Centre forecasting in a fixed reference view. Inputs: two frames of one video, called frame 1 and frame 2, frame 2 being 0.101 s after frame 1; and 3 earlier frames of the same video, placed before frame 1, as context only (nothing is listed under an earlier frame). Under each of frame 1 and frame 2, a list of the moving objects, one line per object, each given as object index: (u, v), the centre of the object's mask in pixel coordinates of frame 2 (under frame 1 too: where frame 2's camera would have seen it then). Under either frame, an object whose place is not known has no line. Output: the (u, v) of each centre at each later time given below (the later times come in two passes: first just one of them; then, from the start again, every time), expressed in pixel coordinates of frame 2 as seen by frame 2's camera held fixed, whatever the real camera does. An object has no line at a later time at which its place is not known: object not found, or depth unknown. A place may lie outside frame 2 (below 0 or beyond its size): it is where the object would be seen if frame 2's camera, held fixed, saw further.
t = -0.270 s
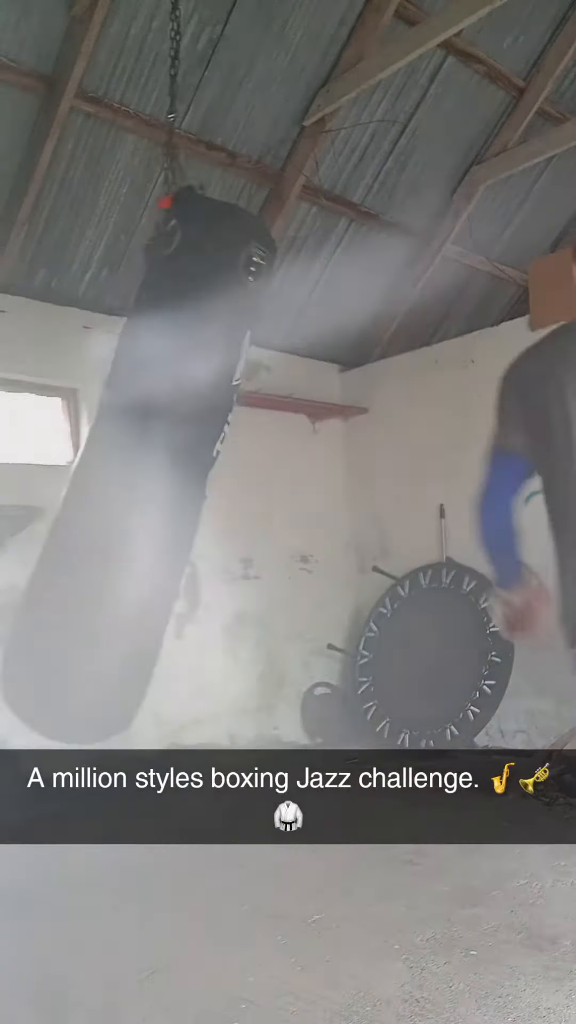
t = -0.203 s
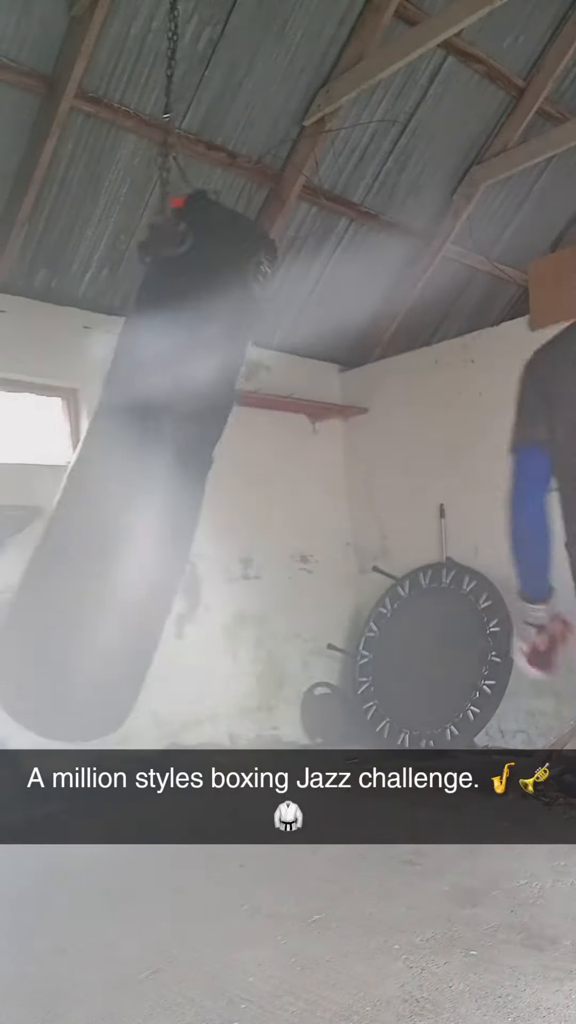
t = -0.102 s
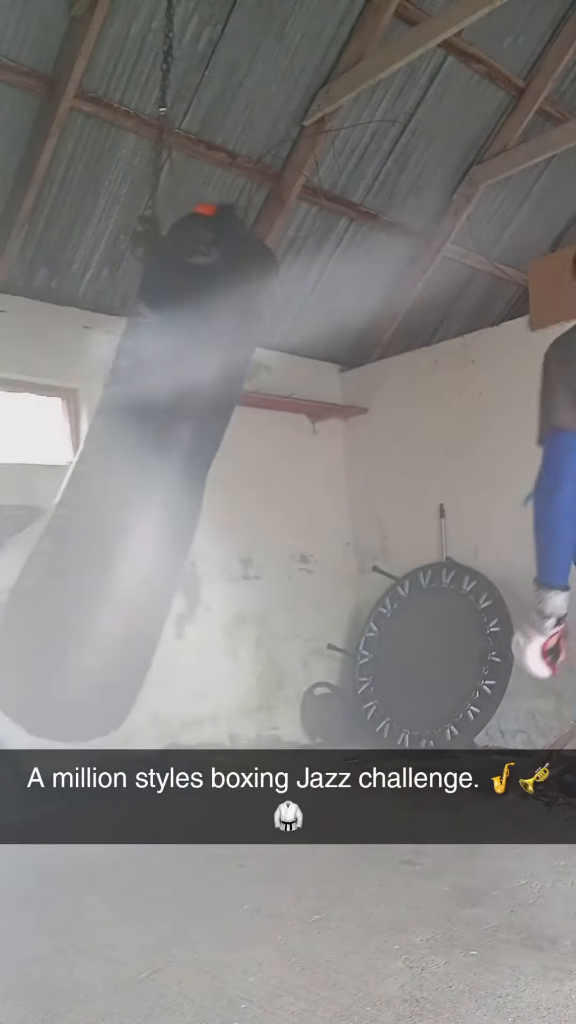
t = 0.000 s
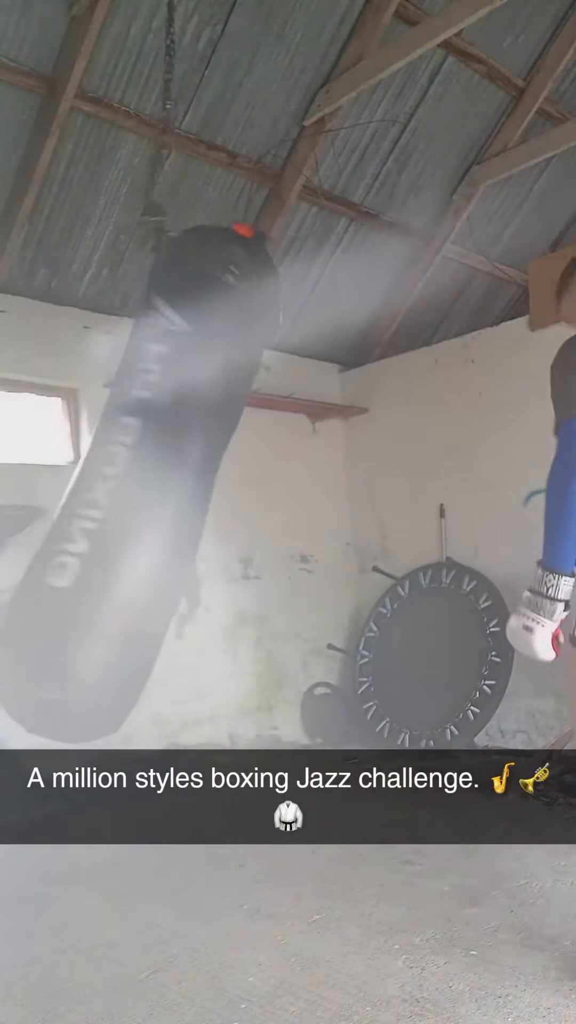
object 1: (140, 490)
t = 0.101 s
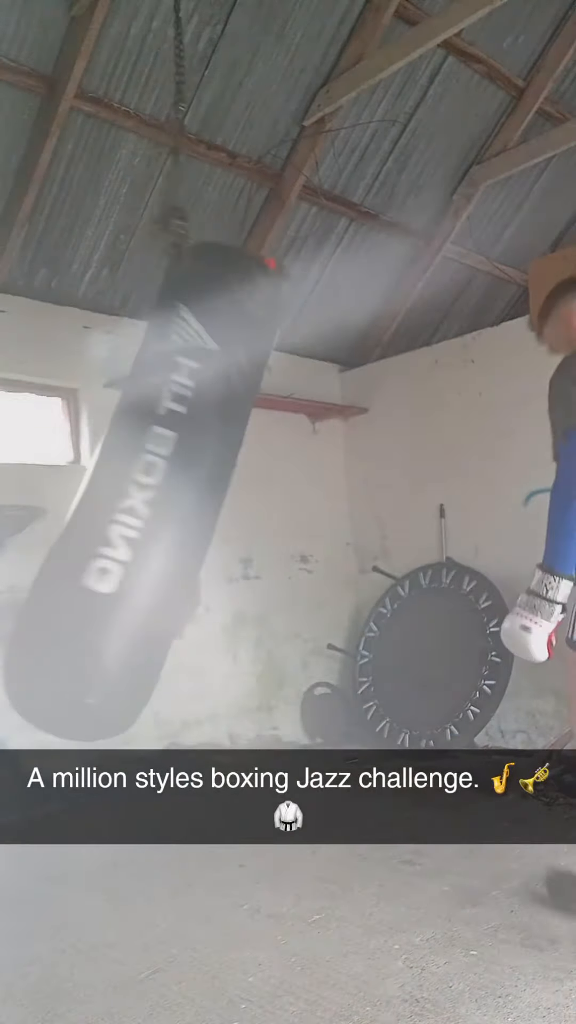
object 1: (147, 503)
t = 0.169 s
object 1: (153, 511)
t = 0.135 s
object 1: (150, 507)
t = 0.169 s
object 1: (153, 511)
